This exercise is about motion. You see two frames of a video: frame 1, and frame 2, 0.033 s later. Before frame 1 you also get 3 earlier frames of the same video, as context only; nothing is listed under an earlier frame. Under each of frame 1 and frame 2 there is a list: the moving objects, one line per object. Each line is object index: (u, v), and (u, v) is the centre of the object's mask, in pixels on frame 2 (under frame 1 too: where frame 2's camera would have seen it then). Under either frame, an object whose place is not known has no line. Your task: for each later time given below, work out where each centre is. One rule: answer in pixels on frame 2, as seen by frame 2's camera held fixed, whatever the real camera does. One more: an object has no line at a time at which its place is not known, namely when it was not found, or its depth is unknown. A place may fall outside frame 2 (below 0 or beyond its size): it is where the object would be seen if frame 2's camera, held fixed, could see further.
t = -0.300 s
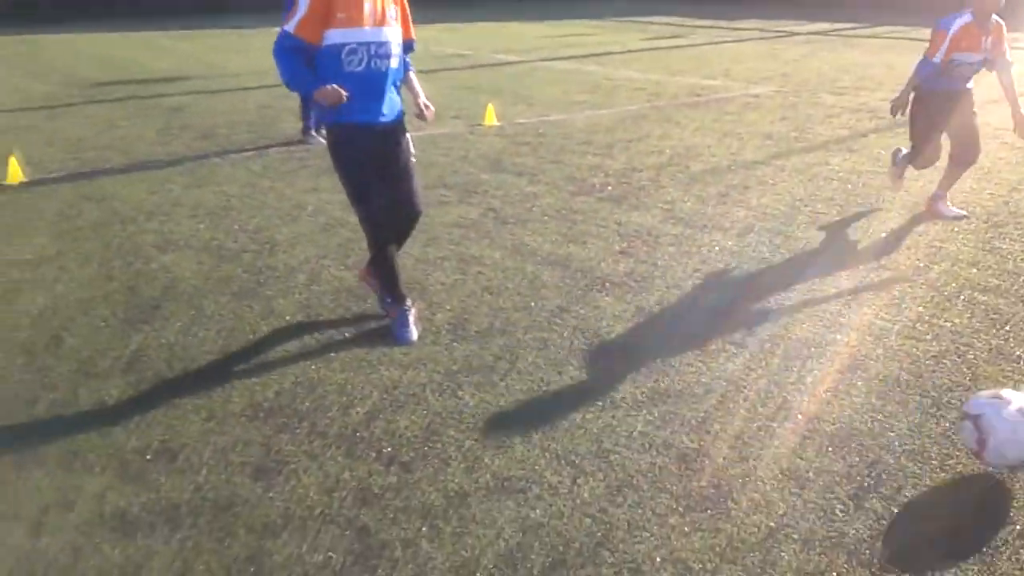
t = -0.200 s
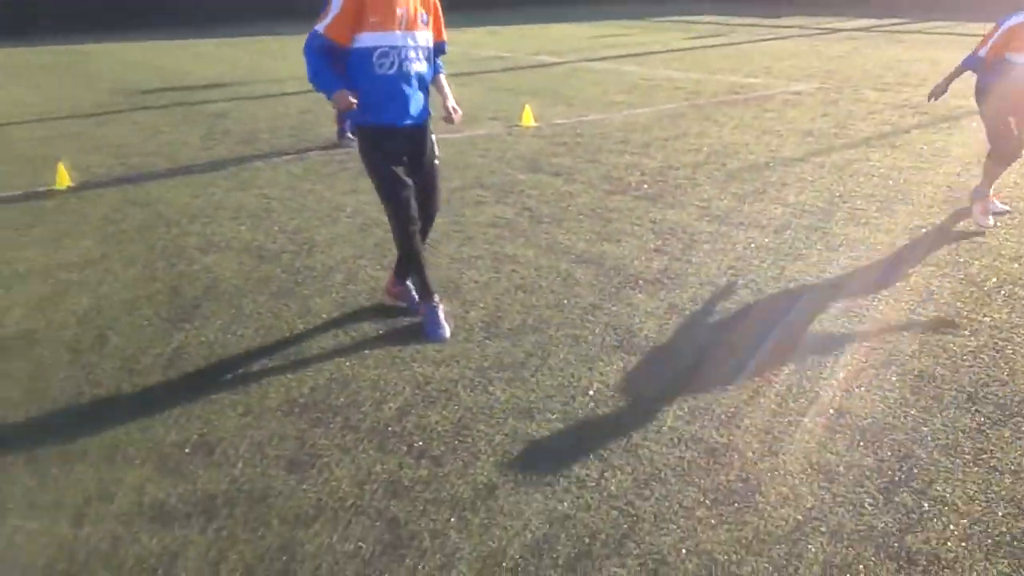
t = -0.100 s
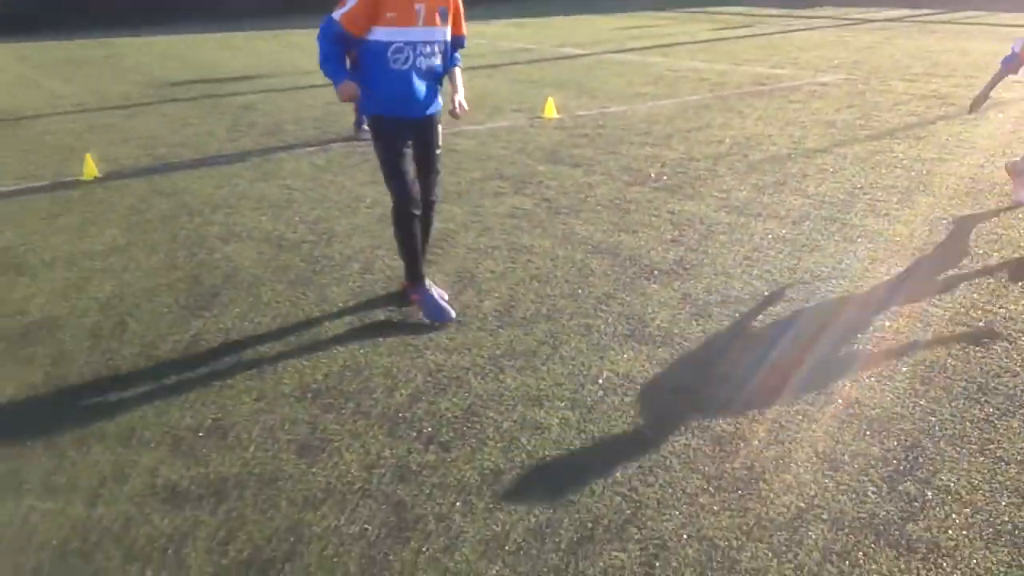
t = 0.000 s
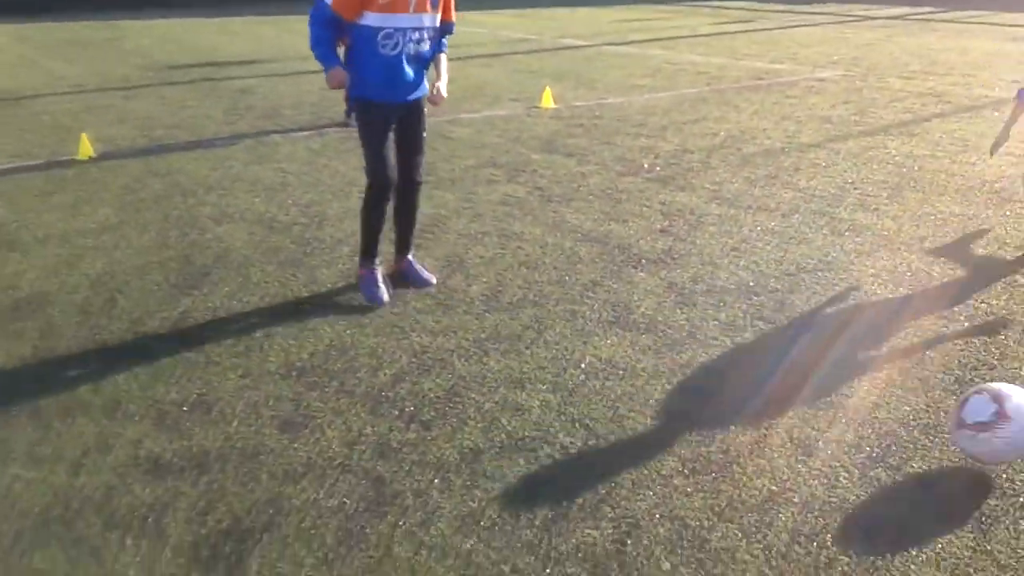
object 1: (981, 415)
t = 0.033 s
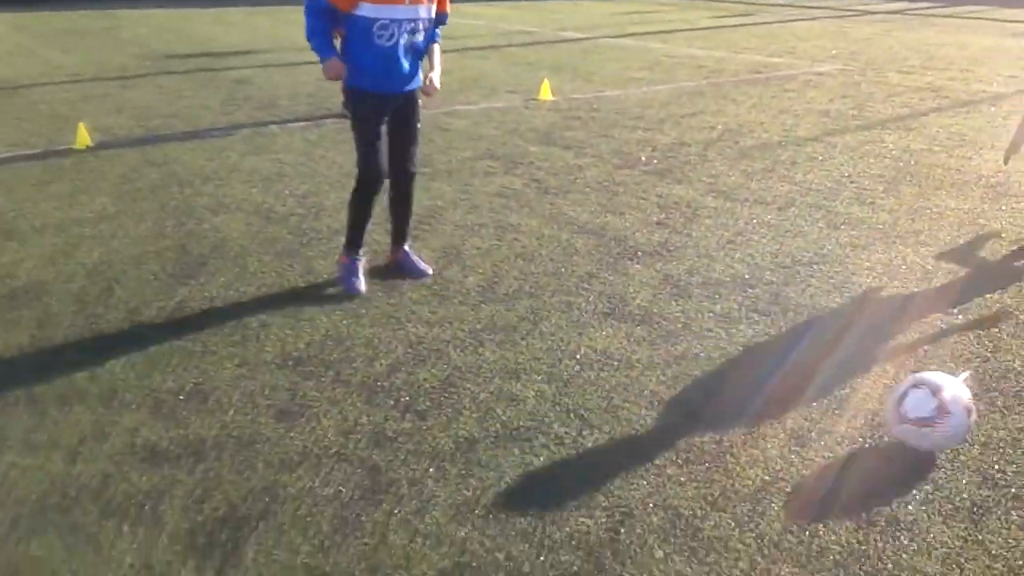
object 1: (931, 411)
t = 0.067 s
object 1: (886, 401)
